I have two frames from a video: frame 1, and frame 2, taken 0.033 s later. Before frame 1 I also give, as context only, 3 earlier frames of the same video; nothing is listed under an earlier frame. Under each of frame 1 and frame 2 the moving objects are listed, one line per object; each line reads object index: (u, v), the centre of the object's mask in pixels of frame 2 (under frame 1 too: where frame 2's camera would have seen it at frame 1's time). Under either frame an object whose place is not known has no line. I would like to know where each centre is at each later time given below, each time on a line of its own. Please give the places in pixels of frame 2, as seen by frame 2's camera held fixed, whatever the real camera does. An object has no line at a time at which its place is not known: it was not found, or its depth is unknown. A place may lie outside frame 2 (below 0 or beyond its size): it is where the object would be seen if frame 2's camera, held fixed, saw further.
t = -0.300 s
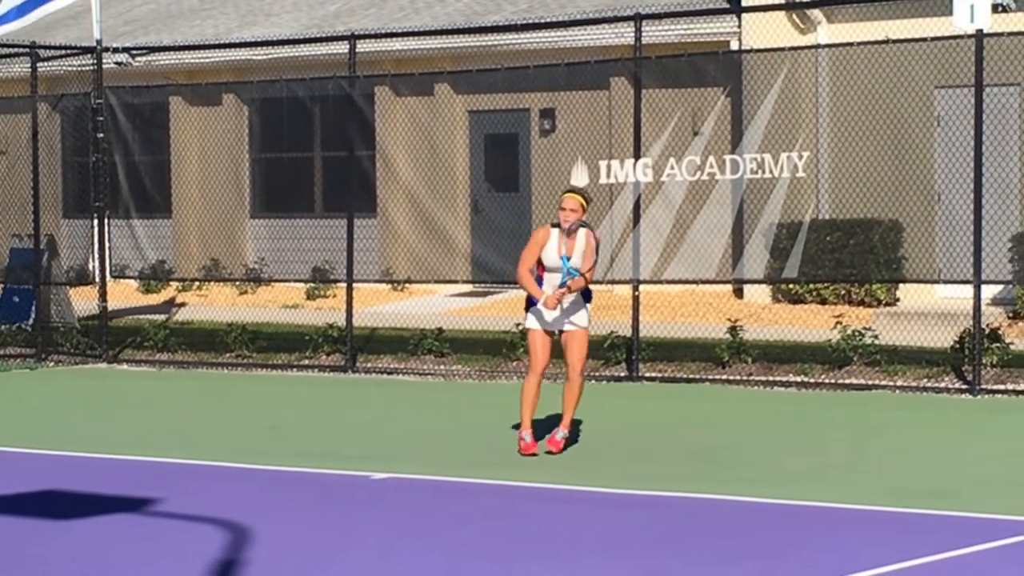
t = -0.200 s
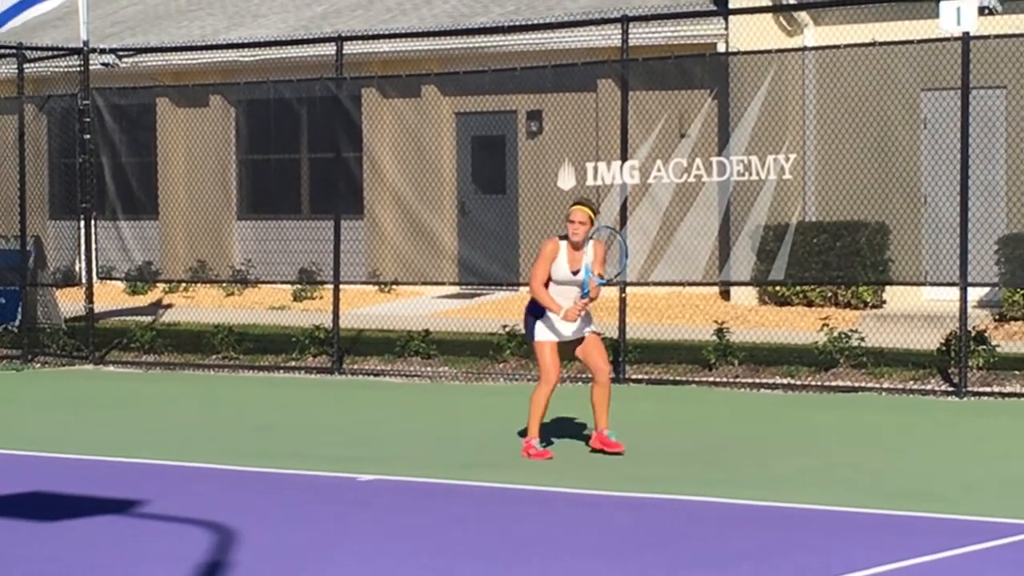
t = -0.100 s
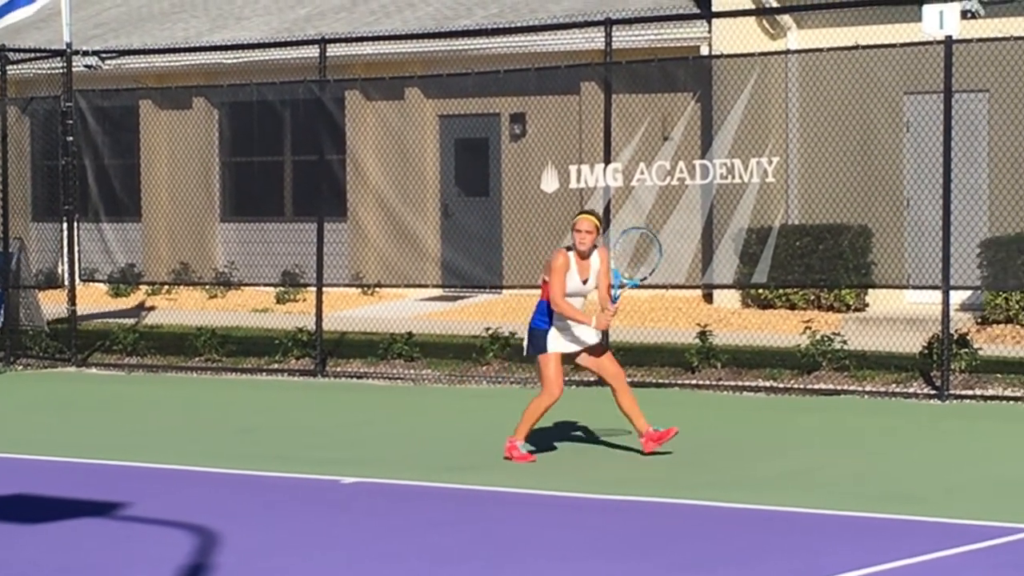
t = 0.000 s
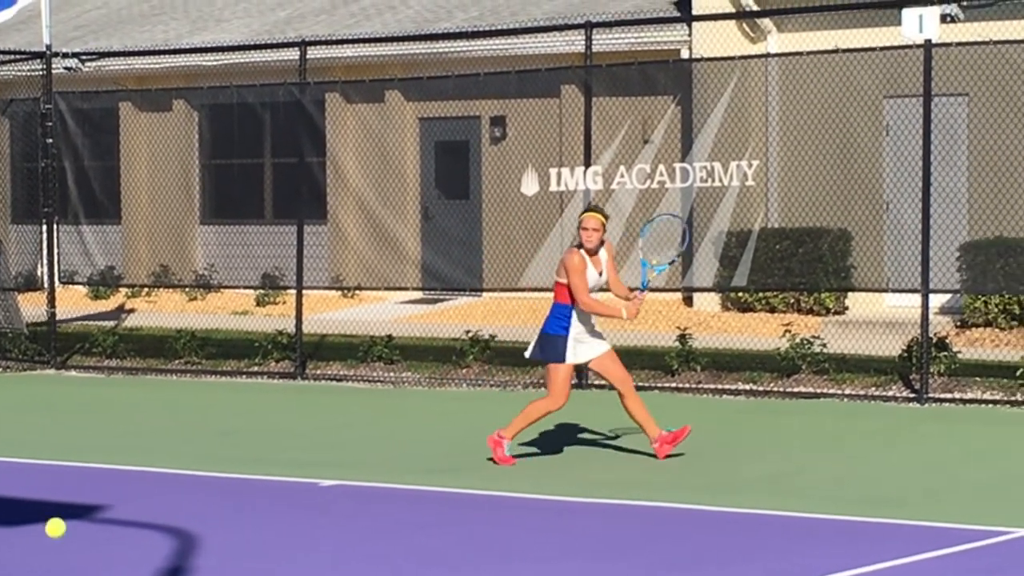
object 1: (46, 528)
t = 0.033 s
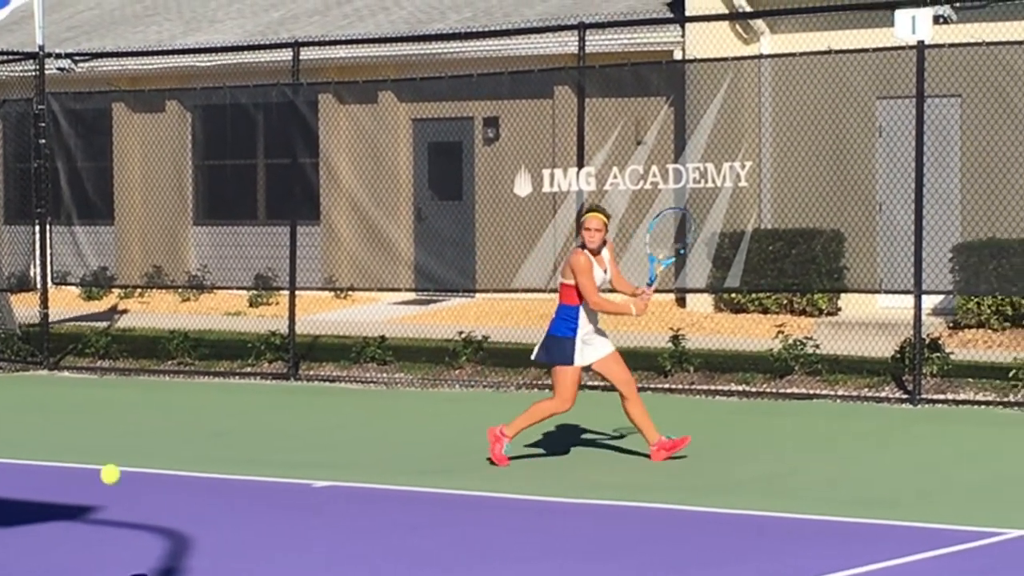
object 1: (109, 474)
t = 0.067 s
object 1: (168, 426)
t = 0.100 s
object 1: (222, 384)
